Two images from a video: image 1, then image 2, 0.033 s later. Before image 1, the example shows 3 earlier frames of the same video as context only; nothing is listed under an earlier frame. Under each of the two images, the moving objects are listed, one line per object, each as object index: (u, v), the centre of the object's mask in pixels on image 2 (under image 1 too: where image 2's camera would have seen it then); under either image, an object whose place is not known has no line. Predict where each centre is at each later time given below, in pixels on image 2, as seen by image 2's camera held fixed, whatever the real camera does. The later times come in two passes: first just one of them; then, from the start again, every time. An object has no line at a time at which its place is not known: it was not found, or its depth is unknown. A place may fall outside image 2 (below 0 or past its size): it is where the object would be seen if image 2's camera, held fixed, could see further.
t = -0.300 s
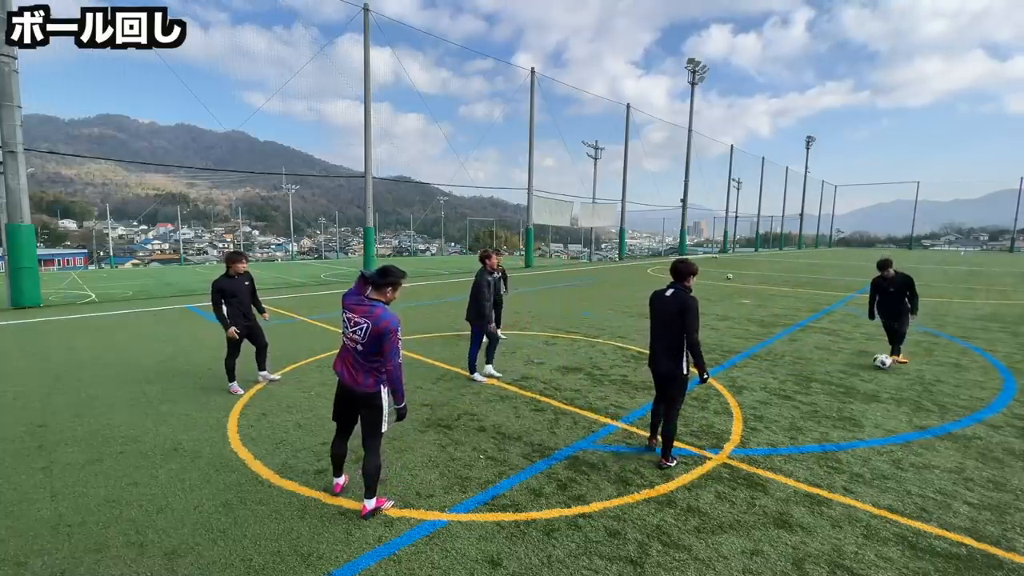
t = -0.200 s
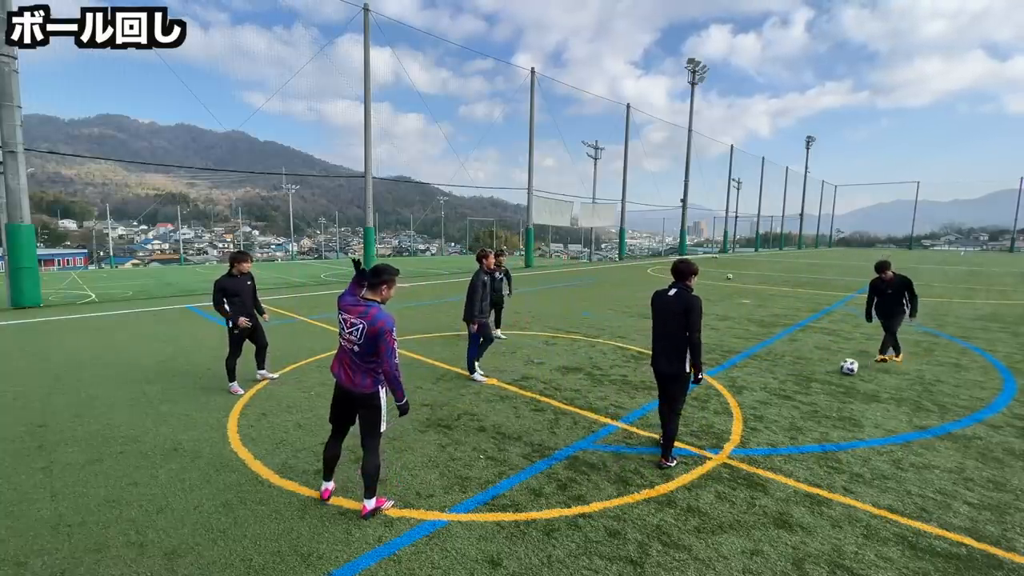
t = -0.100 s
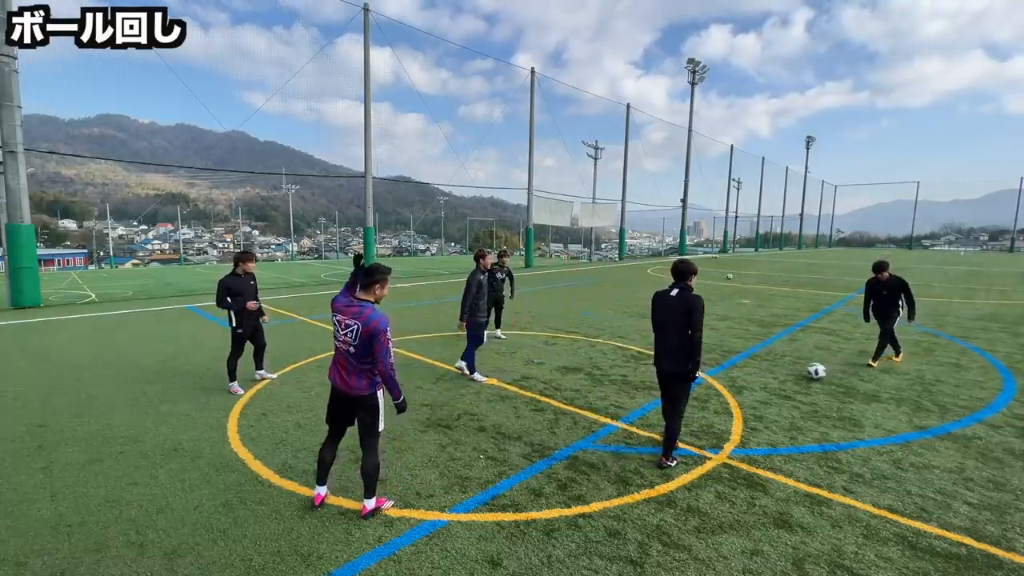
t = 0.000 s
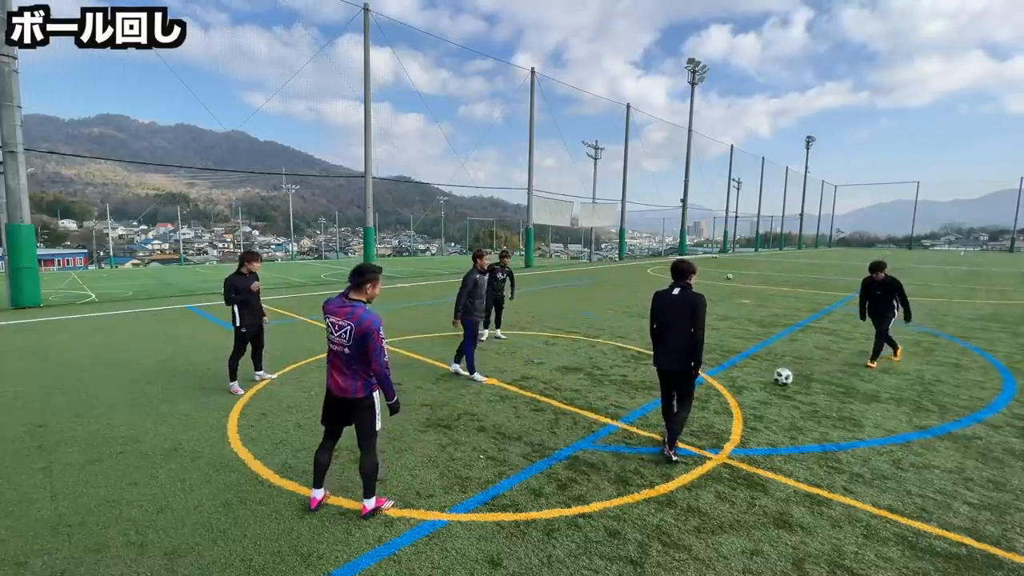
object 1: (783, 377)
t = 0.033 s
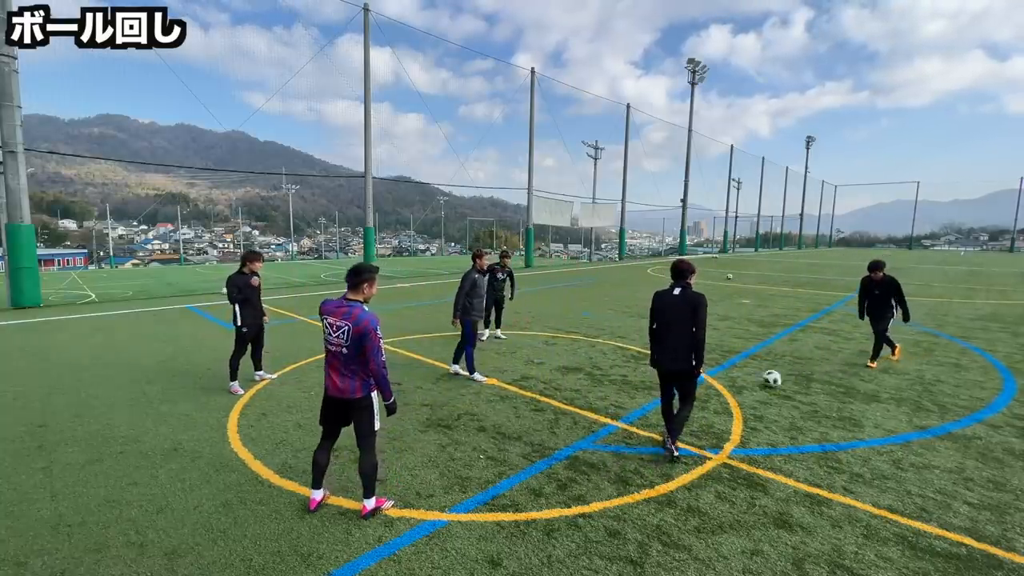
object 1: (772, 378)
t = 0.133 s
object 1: (738, 384)
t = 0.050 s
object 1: (767, 379)
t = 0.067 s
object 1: (761, 380)
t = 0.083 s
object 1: (755, 380)
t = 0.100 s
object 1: (749, 382)
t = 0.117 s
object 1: (743, 383)
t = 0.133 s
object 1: (738, 384)
